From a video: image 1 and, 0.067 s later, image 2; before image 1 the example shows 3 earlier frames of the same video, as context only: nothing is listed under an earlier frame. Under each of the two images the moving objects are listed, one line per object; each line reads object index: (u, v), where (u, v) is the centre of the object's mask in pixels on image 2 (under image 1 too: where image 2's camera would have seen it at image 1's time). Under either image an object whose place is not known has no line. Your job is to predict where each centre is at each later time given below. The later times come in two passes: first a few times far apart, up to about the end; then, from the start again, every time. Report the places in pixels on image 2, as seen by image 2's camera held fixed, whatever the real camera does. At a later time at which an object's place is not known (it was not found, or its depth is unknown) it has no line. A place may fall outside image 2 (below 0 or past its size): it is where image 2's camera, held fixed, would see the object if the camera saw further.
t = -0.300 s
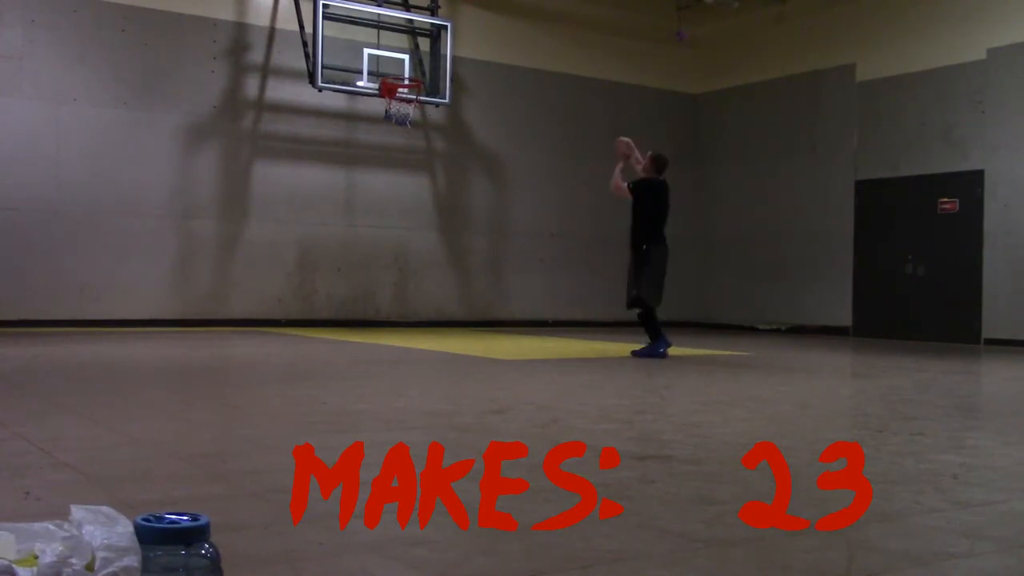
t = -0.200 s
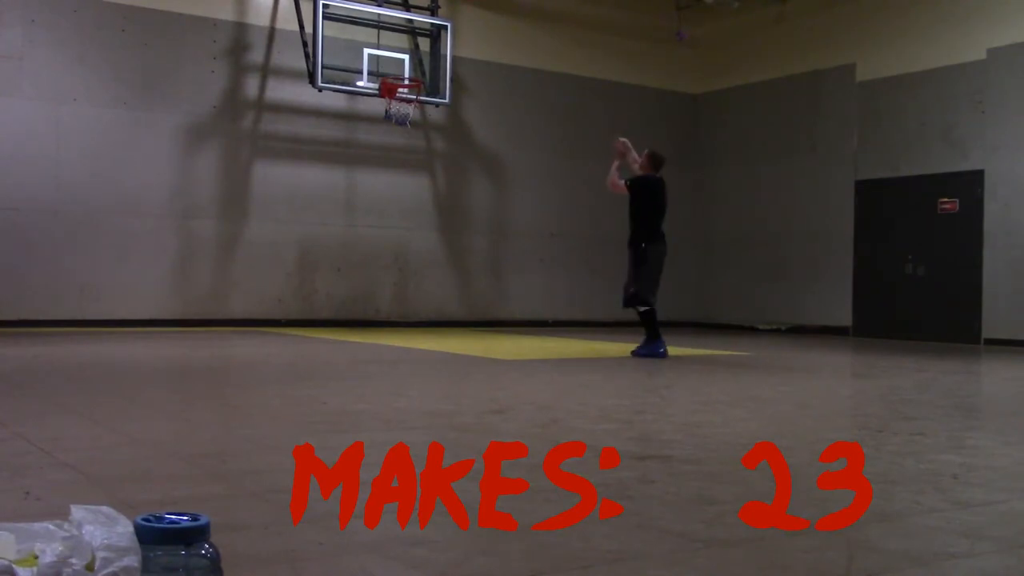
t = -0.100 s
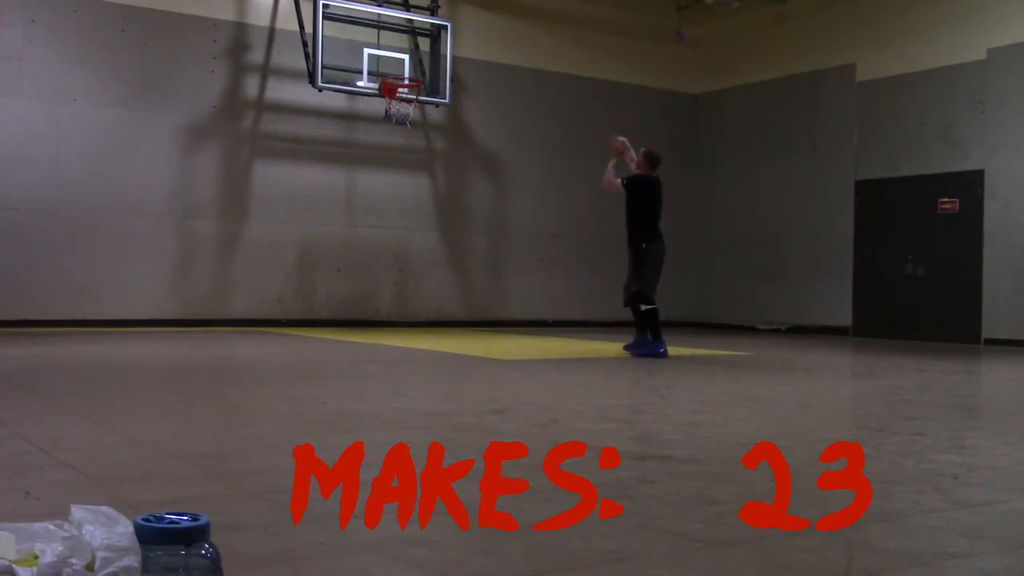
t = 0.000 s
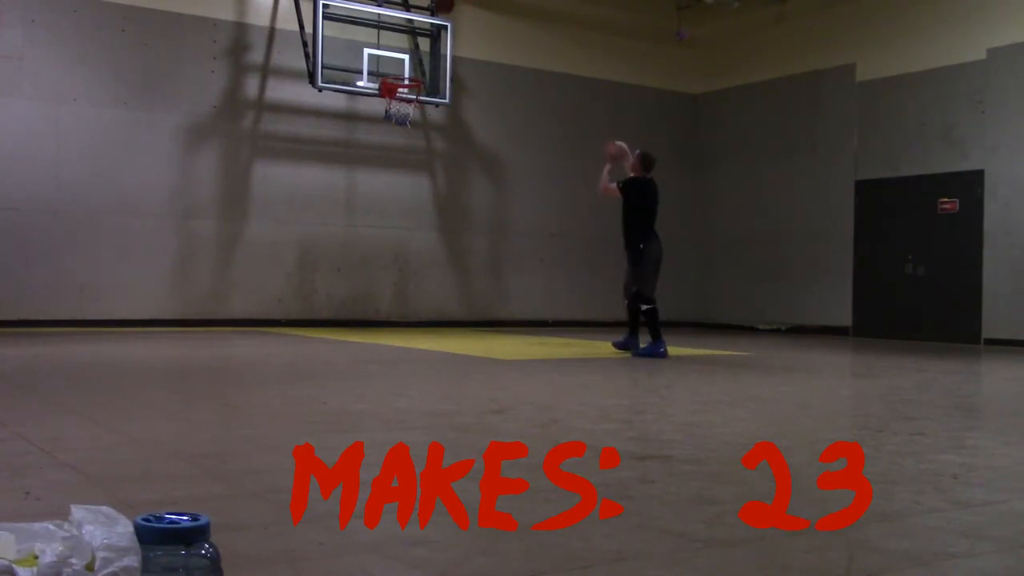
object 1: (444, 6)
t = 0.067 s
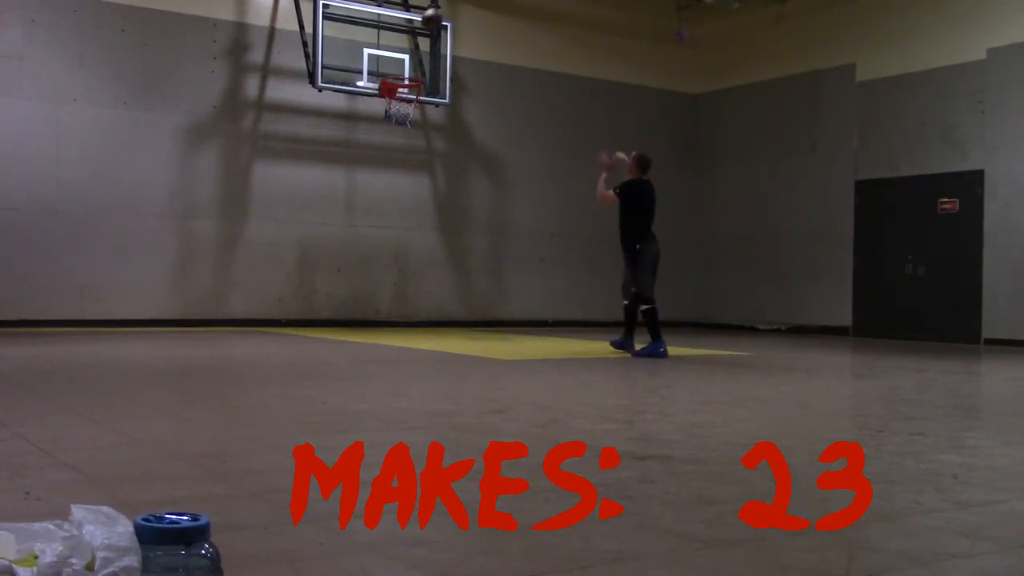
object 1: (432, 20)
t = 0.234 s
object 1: (403, 76)
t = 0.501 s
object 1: (381, 133)
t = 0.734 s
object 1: (368, 208)
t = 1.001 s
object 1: (356, 310)
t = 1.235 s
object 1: (362, 237)
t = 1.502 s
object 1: (368, 205)
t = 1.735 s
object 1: (371, 222)
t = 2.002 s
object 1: (375, 295)
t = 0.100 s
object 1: (426, 32)
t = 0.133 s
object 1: (420, 41)
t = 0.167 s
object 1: (414, 53)
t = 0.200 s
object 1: (409, 65)
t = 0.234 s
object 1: (403, 76)
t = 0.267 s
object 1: (398, 90)
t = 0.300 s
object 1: (395, 100)
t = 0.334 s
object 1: (390, 106)
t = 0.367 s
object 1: (387, 110)
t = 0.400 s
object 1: (386, 113)
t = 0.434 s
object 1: (385, 119)
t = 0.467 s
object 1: (383, 125)
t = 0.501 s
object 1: (381, 133)
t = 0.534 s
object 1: (380, 142)
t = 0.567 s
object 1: (377, 151)
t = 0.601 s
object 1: (376, 160)
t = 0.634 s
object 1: (374, 171)
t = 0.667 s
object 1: (372, 183)
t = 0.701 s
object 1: (370, 196)
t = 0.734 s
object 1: (368, 208)
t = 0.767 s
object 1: (367, 222)
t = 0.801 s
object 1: (365, 238)
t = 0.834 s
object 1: (363, 253)
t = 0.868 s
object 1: (361, 269)
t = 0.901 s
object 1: (359, 286)
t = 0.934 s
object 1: (357, 304)
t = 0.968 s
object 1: (357, 320)
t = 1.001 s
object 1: (356, 310)
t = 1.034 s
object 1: (358, 297)
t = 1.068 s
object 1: (358, 285)
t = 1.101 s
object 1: (359, 273)
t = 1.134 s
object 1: (360, 263)
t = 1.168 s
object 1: (361, 254)
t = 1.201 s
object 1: (361, 245)
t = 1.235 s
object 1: (362, 237)
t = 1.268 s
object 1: (363, 230)
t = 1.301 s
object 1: (364, 224)
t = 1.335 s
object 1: (364, 219)
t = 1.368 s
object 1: (365, 214)
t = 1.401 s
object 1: (366, 211)
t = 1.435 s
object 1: (366, 208)
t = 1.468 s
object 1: (367, 206)
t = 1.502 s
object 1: (368, 205)
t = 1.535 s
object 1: (368, 205)
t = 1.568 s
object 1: (369, 206)
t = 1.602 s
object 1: (369, 208)
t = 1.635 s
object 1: (370, 210)
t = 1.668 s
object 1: (370, 213)
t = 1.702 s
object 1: (371, 217)
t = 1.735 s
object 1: (371, 222)
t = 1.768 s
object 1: (372, 228)
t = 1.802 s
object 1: (372, 236)
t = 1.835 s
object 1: (373, 243)
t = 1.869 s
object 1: (373, 252)
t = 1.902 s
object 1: (374, 261)
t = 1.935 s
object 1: (374, 271)
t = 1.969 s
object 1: (375, 283)
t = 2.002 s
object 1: (375, 295)
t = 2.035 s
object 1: (375, 307)
